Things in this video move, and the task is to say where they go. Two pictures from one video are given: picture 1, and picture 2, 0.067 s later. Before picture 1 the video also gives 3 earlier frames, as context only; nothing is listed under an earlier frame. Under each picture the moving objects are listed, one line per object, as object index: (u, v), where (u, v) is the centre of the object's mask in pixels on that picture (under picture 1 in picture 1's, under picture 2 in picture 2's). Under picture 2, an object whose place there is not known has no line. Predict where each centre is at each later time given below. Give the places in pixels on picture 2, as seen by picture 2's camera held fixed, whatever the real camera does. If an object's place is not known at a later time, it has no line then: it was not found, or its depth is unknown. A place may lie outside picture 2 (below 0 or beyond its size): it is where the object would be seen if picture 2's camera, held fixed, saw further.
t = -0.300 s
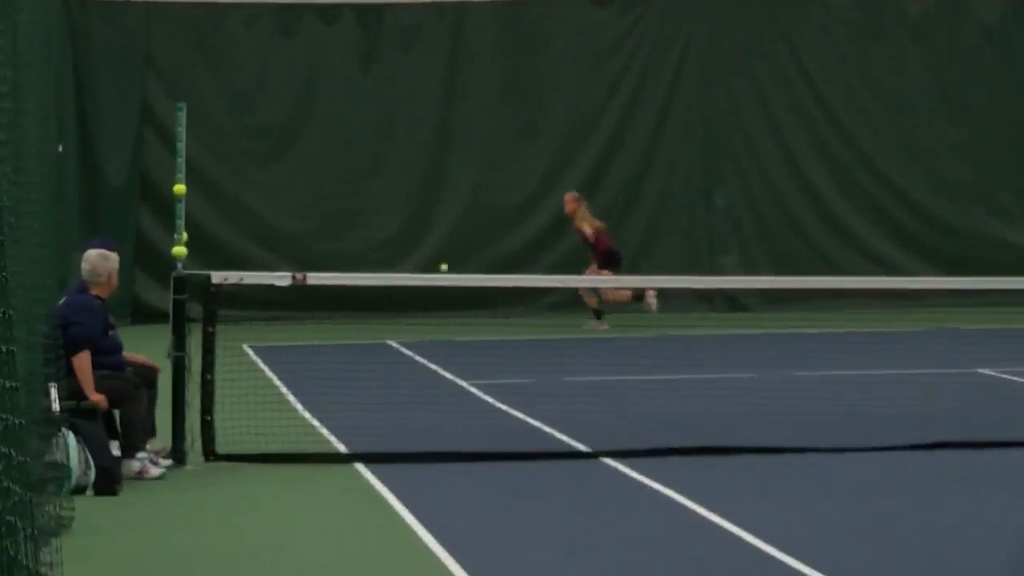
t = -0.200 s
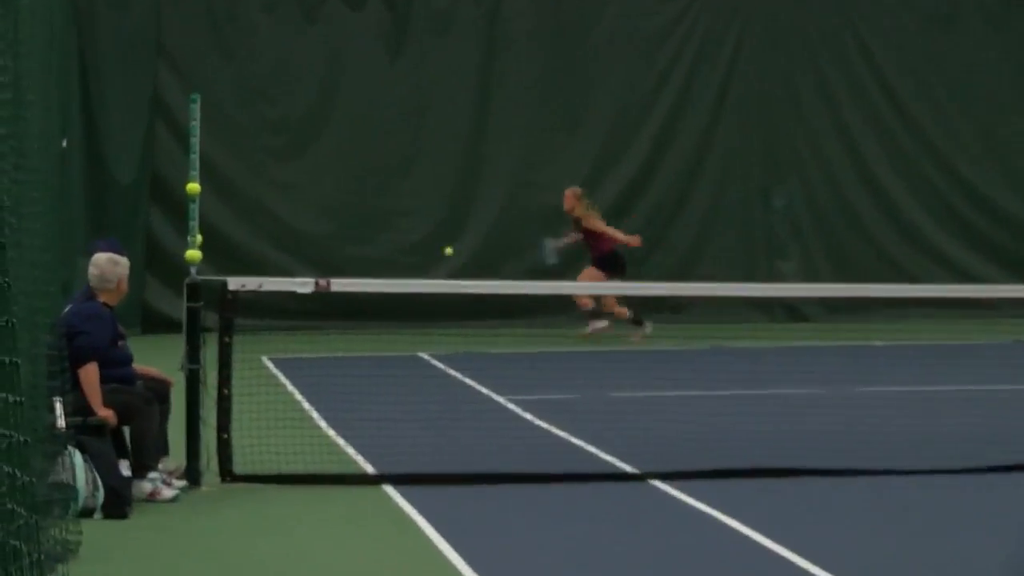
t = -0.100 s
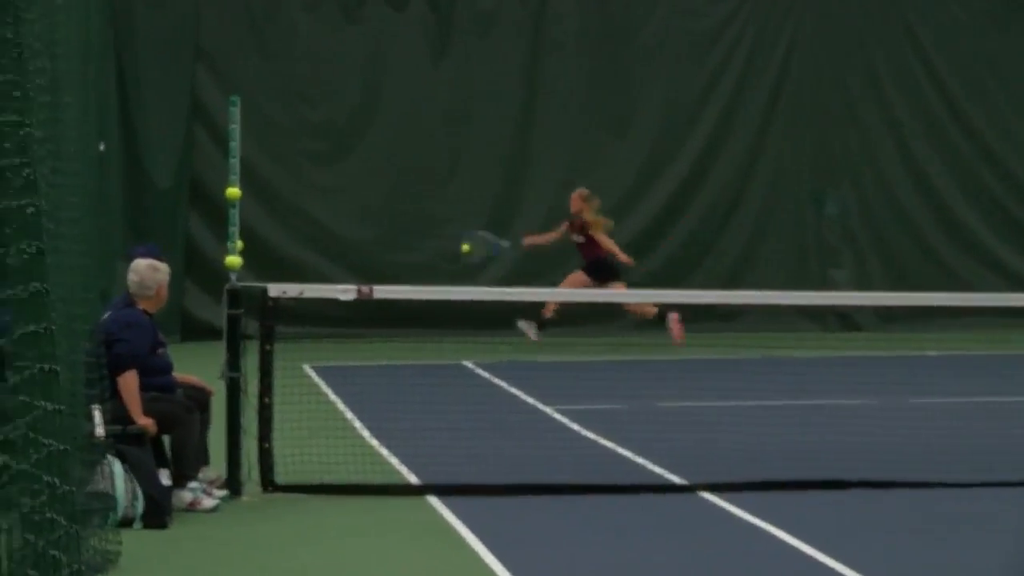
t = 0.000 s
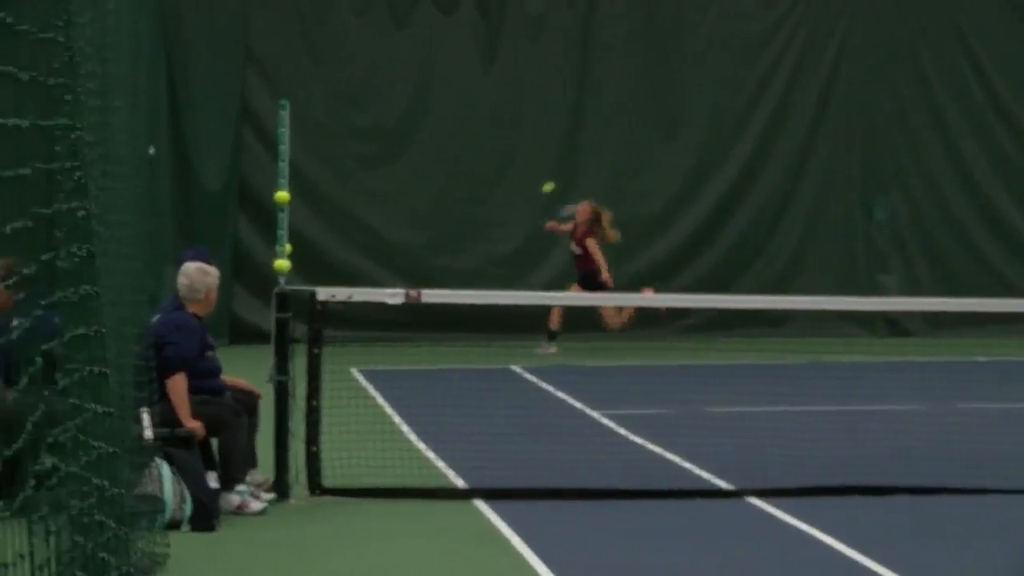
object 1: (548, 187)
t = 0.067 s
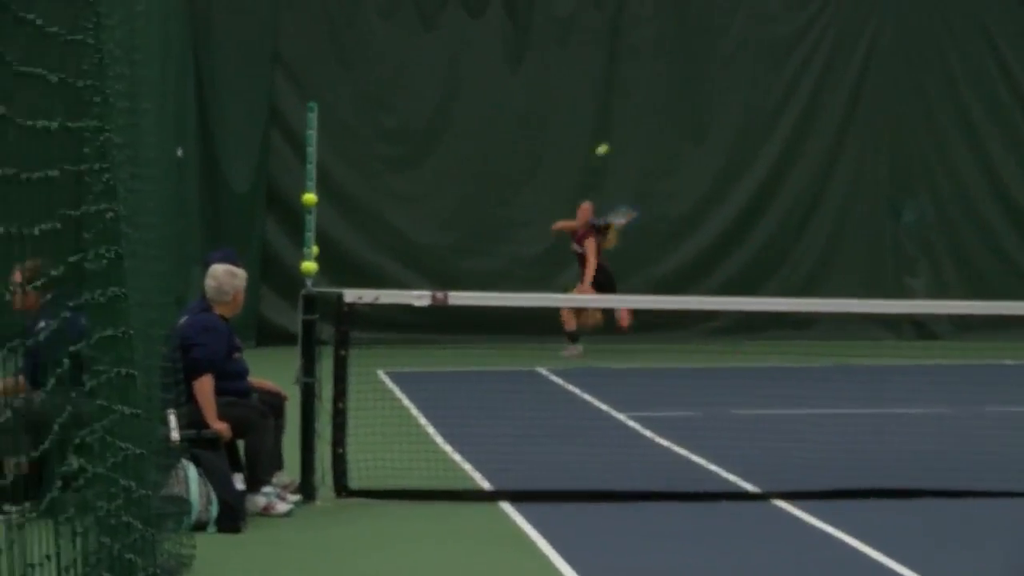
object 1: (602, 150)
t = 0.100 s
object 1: (615, 131)
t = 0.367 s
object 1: (761, 4)
